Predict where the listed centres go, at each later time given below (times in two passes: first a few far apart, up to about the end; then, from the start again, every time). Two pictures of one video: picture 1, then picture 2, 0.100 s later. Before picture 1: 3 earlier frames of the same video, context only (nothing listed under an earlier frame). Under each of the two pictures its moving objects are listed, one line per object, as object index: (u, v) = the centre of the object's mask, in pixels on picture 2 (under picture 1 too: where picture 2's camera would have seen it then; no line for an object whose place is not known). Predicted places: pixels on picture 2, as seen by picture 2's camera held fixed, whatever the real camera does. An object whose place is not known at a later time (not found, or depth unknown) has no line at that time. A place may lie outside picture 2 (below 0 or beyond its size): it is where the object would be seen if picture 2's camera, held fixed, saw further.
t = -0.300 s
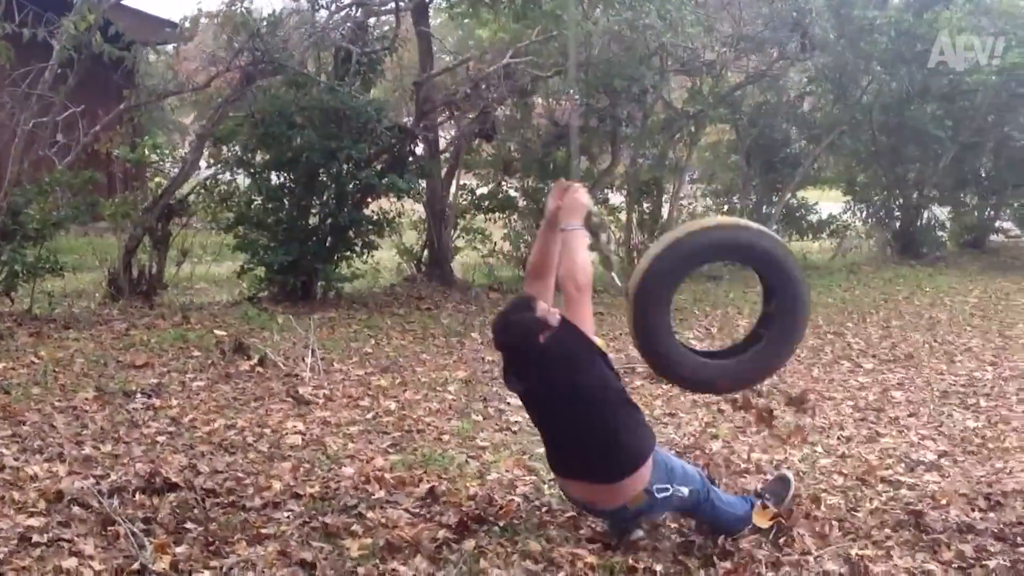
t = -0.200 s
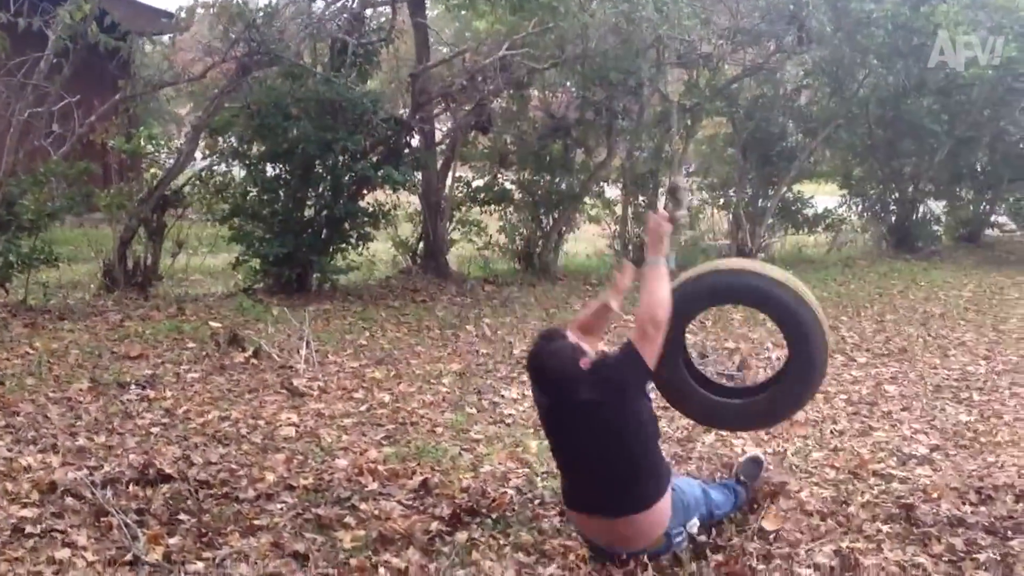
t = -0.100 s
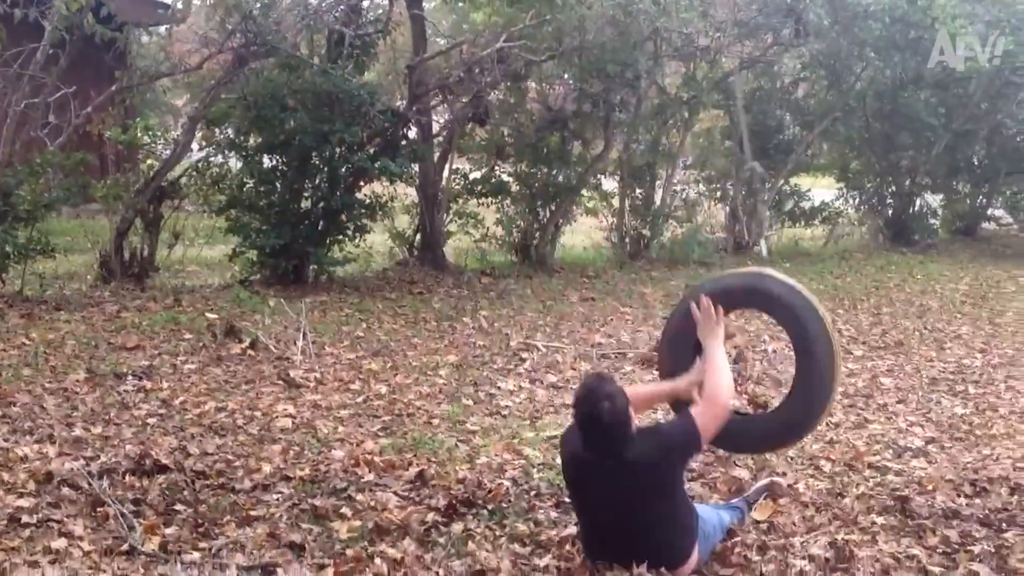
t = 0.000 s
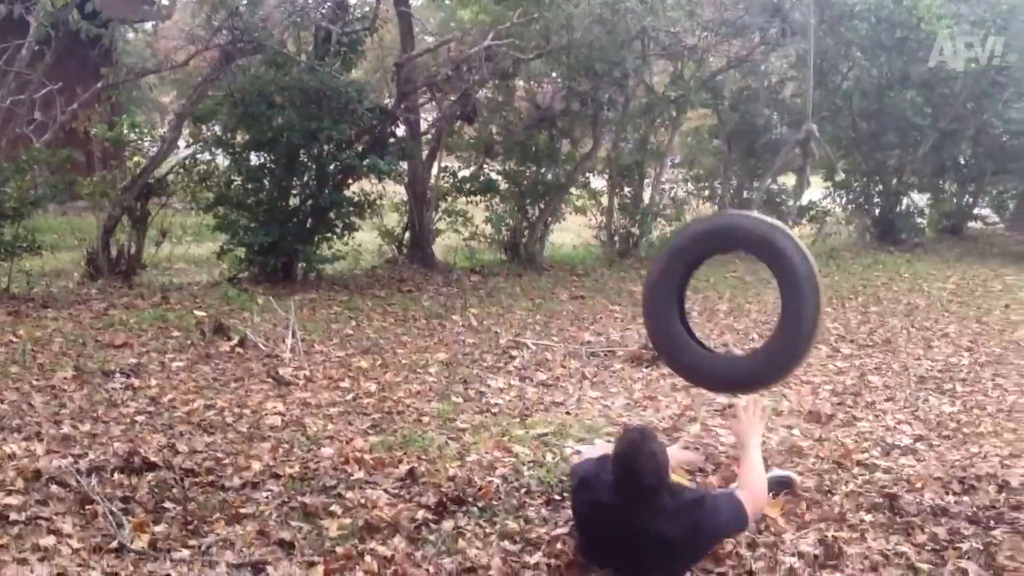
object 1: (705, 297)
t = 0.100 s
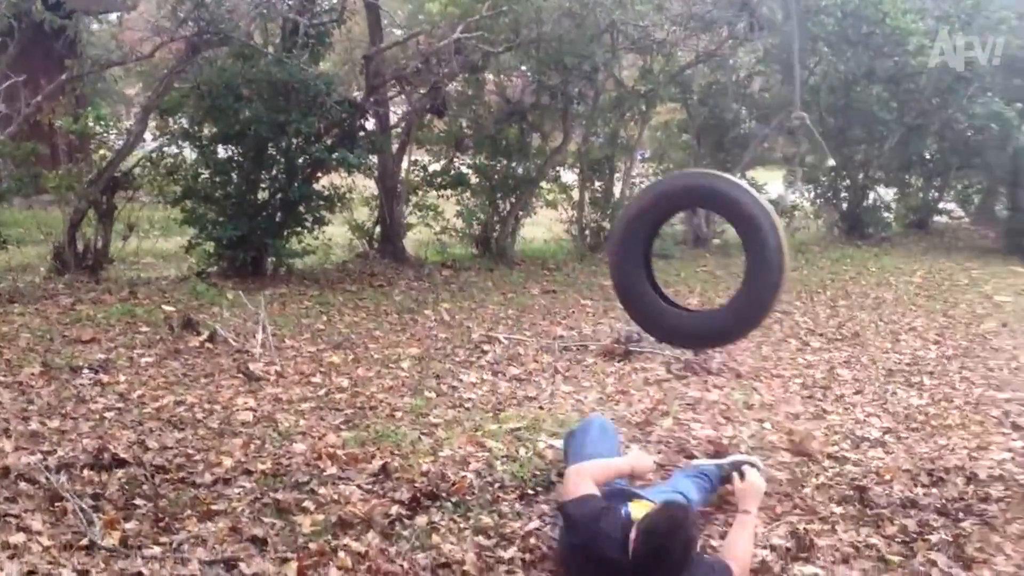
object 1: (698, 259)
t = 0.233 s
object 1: (690, 241)
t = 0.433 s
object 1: (668, 259)
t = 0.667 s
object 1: (629, 340)
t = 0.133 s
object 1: (696, 252)
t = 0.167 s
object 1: (695, 247)
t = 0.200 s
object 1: (694, 244)
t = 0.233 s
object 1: (690, 241)
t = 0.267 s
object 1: (688, 238)
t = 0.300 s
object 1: (684, 237)
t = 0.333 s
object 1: (681, 239)
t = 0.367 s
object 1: (677, 243)
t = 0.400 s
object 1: (672, 250)
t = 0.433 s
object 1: (668, 259)
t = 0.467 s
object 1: (663, 271)
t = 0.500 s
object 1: (658, 285)
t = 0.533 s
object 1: (653, 298)
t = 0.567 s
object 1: (647, 310)
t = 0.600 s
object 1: (641, 320)
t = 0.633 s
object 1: (635, 331)
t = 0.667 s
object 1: (629, 340)
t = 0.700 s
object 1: (620, 338)
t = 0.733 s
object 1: (609, 327)
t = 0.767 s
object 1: (598, 314)
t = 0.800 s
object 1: (587, 302)
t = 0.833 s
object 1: (576, 293)
